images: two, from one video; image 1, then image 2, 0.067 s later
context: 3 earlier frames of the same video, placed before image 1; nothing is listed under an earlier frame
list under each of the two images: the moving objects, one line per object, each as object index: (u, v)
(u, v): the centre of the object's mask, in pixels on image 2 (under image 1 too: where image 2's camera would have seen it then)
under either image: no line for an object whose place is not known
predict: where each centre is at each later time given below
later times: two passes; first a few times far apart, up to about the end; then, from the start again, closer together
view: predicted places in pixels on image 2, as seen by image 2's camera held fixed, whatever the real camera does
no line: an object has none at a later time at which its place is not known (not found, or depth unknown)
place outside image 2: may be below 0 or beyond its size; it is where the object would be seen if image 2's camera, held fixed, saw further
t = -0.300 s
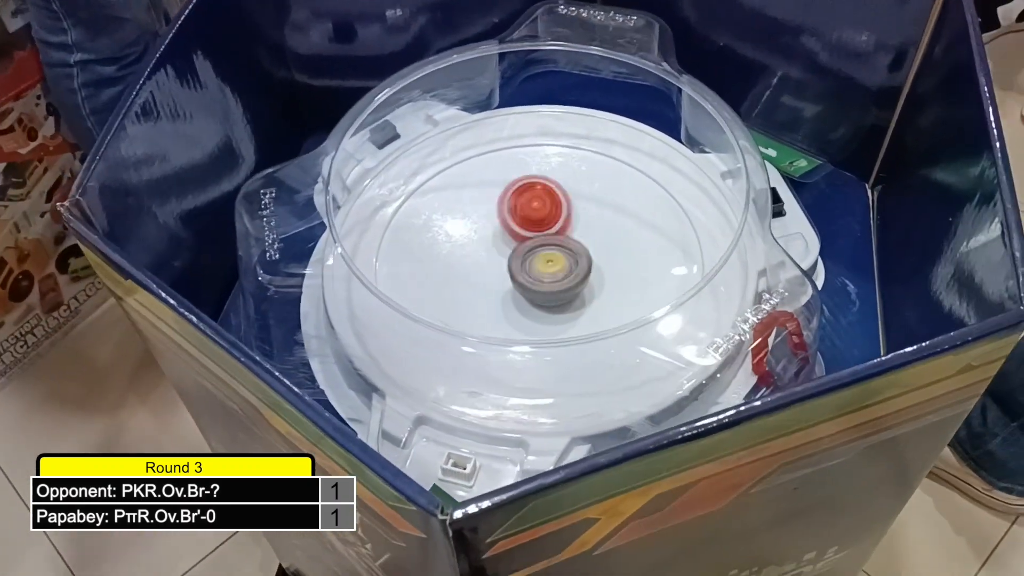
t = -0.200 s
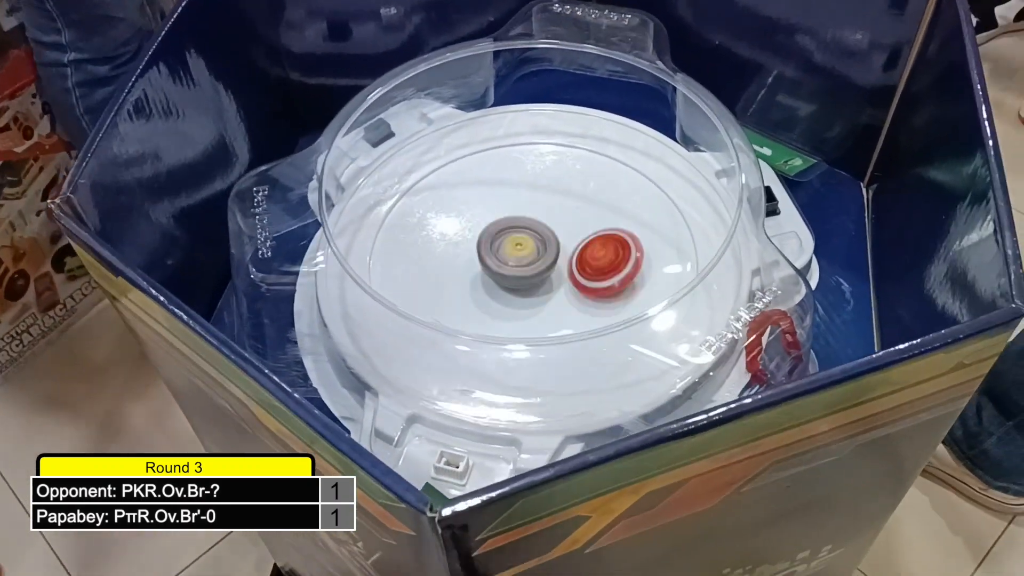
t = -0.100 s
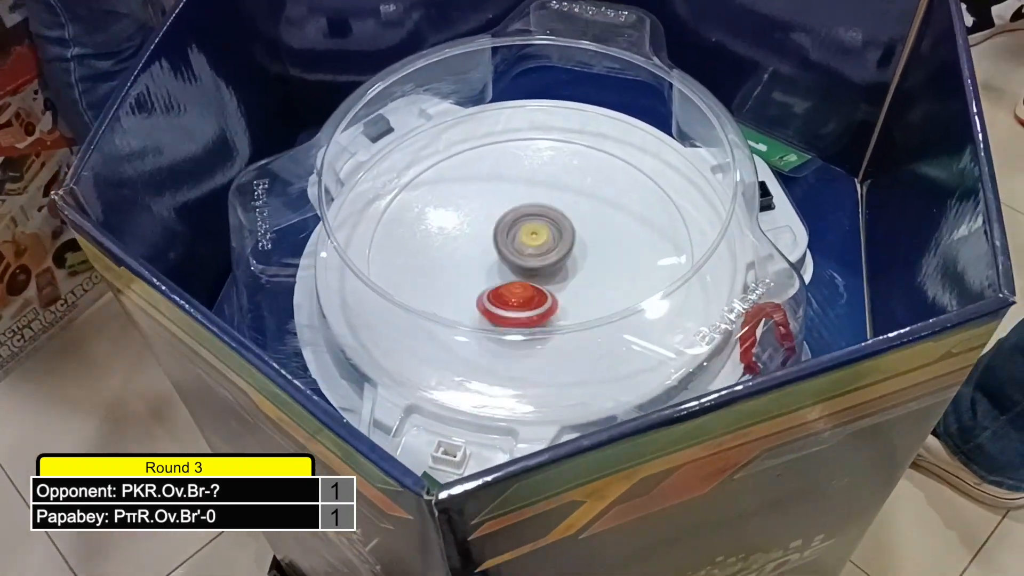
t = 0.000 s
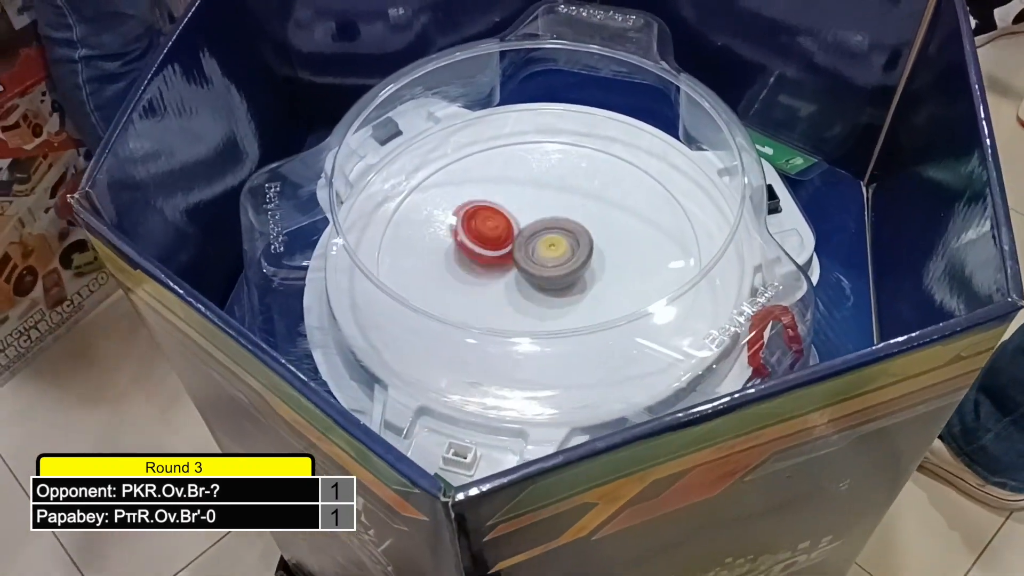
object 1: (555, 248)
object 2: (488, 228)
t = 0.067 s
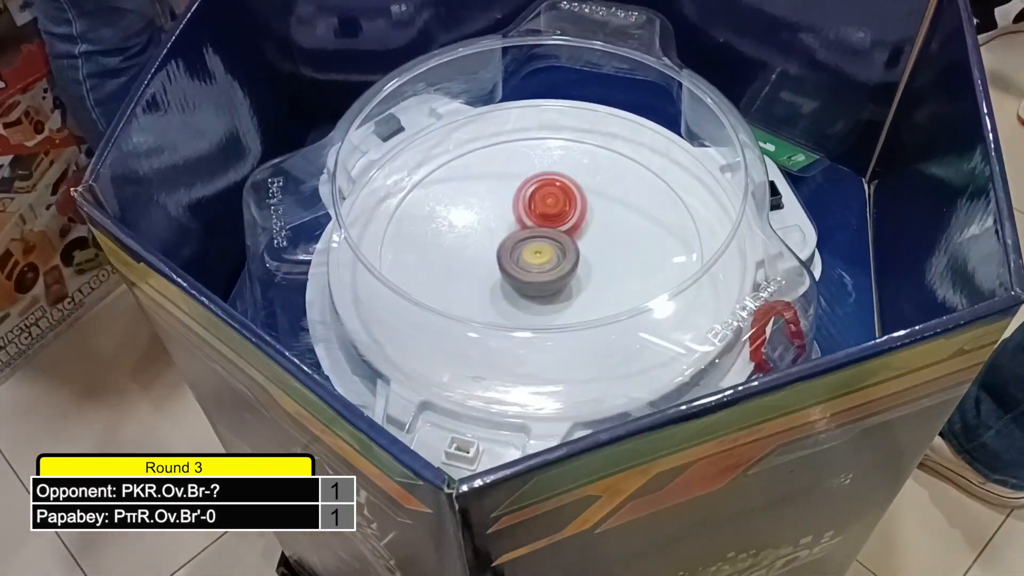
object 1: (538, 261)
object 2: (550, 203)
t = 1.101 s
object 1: (517, 262)
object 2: (576, 233)
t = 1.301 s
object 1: (517, 257)
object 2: (584, 240)
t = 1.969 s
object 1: (521, 241)
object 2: (583, 273)
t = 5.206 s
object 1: (554, 251)
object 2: (546, 197)
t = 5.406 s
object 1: (549, 253)
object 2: (567, 200)
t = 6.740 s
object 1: (512, 244)
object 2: (579, 289)
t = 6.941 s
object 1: (512, 245)
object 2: (553, 299)
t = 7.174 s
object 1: (517, 247)
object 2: (530, 306)
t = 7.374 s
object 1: (522, 239)
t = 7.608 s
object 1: (537, 228)
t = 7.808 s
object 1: (552, 222)
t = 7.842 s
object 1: (553, 222)
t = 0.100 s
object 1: (528, 259)
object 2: (585, 219)
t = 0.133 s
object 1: (525, 254)
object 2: (601, 246)
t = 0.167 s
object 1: (528, 247)
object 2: (597, 274)
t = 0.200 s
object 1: (536, 240)
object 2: (572, 296)
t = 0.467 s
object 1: (521, 260)
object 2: (590, 245)
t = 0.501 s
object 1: (513, 251)
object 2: (585, 250)
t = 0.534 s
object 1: (512, 240)
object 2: (579, 265)
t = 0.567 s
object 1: (521, 232)
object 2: (573, 277)
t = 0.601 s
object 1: (530, 224)
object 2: (572, 282)
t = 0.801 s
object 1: (573, 246)
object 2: (500, 249)
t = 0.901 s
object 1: (560, 269)
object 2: (517, 225)
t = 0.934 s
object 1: (546, 271)
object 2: (534, 216)
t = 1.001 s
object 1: (516, 265)
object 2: (572, 230)
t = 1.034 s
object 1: (517, 263)
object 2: (573, 230)
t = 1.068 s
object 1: (517, 263)
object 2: (575, 232)
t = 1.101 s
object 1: (517, 262)
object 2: (576, 233)
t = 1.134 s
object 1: (517, 261)
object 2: (577, 233)
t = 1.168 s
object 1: (515, 260)
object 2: (578, 234)
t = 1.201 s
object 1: (516, 259)
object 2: (581, 236)
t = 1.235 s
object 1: (516, 258)
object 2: (582, 237)
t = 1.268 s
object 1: (517, 257)
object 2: (584, 239)
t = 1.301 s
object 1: (517, 257)
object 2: (584, 240)
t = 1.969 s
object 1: (521, 241)
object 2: (583, 273)
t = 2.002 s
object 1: (521, 240)
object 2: (581, 275)
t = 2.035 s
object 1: (522, 239)
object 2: (580, 276)
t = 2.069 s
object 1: (523, 238)
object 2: (579, 277)
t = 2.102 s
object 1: (524, 237)
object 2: (577, 279)
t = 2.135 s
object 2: (576, 280)
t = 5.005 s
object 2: (534, 200)
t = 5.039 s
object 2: (536, 199)
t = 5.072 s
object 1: (553, 256)
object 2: (538, 200)
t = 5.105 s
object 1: (554, 255)
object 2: (538, 199)
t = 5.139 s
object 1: (553, 253)
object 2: (541, 198)
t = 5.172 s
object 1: (554, 252)
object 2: (543, 198)
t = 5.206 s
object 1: (554, 251)
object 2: (546, 197)
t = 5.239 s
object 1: (554, 253)
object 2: (550, 198)
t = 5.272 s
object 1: (552, 253)
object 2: (553, 197)
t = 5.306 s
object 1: (550, 254)
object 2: (557, 198)
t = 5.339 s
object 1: (549, 253)
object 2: (561, 199)
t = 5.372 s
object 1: (549, 254)
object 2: (564, 200)
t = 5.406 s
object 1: (549, 253)
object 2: (567, 200)
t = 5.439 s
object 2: (571, 201)
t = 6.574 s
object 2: (598, 273)
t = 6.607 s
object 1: (521, 256)
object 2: (597, 276)
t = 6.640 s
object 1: (518, 252)
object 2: (594, 280)
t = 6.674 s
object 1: (515, 250)
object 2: (589, 283)
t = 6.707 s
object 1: (513, 247)
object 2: (584, 286)
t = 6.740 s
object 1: (512, 244)
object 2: (579, 289)
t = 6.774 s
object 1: (510, 243)
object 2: (573, 292)
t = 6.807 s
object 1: (510, 242)
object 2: (568, 294)
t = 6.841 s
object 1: (510, 242)
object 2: (564, 296)
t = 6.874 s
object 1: (511, 243)
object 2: (560, 297)
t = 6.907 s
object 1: (511, 243)
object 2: (557, 298)
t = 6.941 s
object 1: (512, 245)
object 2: (553, 299)
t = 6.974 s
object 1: (513, 248)
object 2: (550, 300)
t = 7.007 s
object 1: (513, 250)
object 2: (547, 300)
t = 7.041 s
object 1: (514, 249)
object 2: (544, 303)
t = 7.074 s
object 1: (514, 249)
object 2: (540, 304)
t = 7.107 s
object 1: (515, 249)
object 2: (536, 304)
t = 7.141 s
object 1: (516, 248)
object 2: (533, 305)
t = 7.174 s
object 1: (517, 247)
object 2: (530, 306)
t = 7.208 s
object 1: (518, 244)
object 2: (527, 307)
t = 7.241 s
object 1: (518, 244)
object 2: (525, 307)
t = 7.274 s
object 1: (520, 242)
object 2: (524, 306)
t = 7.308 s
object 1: (521, 240)
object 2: (524, 305)
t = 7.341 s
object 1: (520, 240)
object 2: (525, 305)
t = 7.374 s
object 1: (522, 239)
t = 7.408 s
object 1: (524, 237)
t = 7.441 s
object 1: (524, 237)
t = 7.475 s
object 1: (526, 235)
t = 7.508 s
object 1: (528, 234)
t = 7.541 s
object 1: (531, 232)
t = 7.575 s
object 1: (533, 229)
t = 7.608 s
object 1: (537, 228)
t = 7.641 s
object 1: (540, 229)
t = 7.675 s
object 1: (541, 226)
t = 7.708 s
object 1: (544, 226)
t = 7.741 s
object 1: (548, 225)
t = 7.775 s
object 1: (550, 223)
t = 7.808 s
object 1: (552, 222)
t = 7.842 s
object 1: (553, 222)
